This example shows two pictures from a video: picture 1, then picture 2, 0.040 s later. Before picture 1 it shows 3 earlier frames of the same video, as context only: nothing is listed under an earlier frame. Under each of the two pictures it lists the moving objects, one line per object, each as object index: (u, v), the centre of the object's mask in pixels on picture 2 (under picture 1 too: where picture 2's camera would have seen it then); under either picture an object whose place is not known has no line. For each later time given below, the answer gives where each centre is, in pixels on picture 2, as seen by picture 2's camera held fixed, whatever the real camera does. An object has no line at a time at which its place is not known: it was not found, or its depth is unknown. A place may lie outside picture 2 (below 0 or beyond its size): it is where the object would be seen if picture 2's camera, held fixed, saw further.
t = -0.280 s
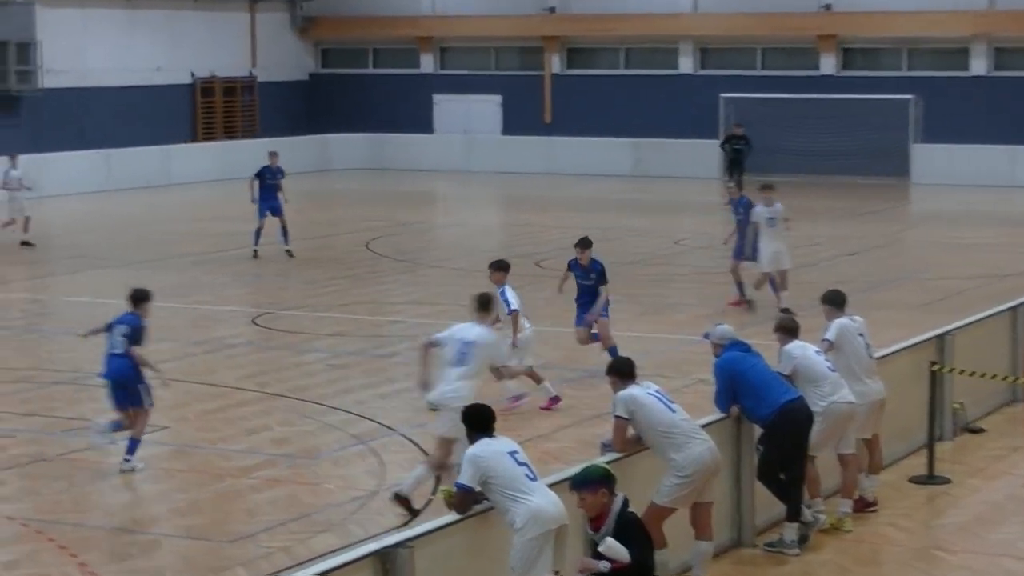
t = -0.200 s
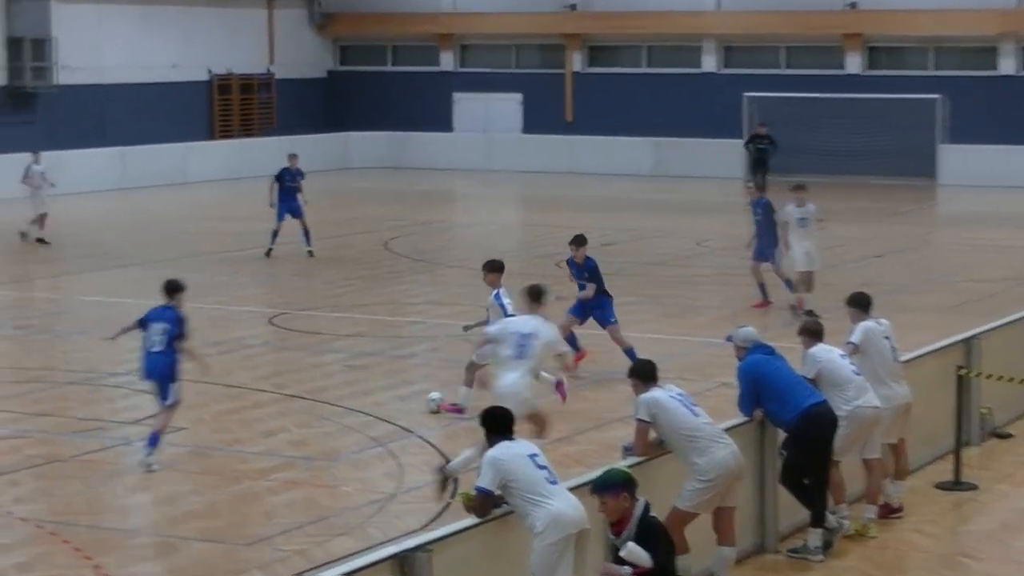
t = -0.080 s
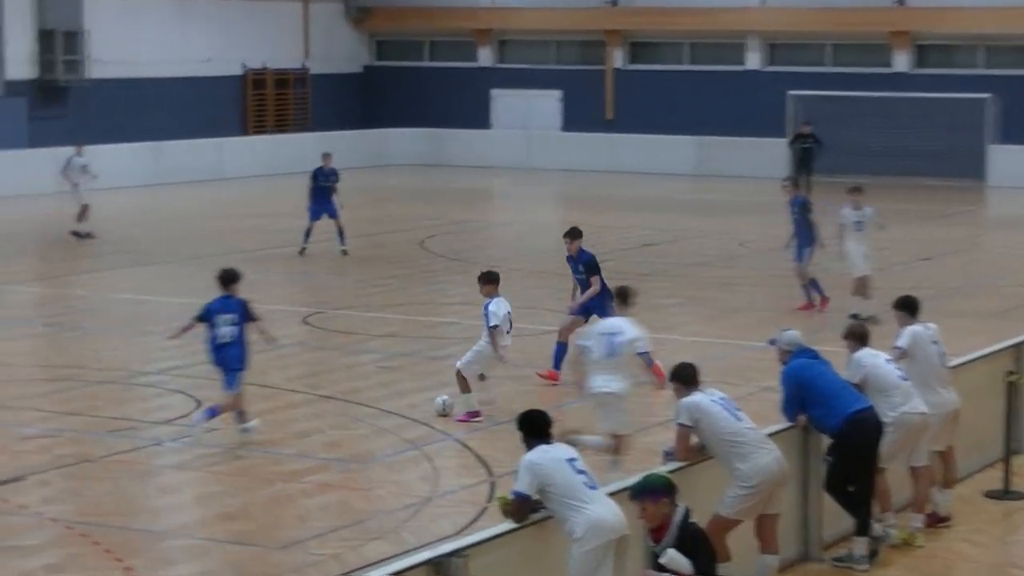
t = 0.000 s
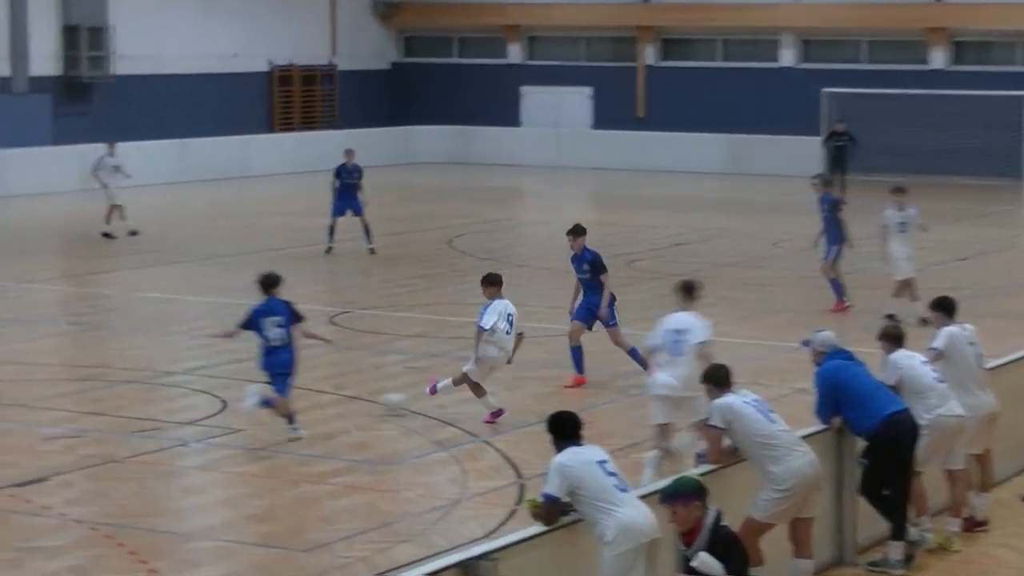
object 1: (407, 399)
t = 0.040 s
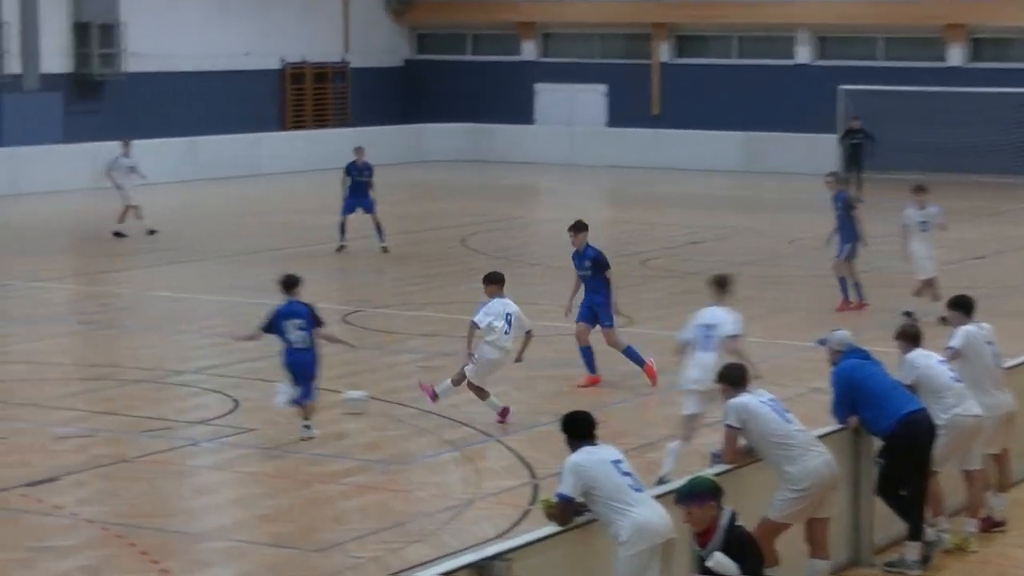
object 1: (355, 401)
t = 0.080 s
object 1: (297, 400)
